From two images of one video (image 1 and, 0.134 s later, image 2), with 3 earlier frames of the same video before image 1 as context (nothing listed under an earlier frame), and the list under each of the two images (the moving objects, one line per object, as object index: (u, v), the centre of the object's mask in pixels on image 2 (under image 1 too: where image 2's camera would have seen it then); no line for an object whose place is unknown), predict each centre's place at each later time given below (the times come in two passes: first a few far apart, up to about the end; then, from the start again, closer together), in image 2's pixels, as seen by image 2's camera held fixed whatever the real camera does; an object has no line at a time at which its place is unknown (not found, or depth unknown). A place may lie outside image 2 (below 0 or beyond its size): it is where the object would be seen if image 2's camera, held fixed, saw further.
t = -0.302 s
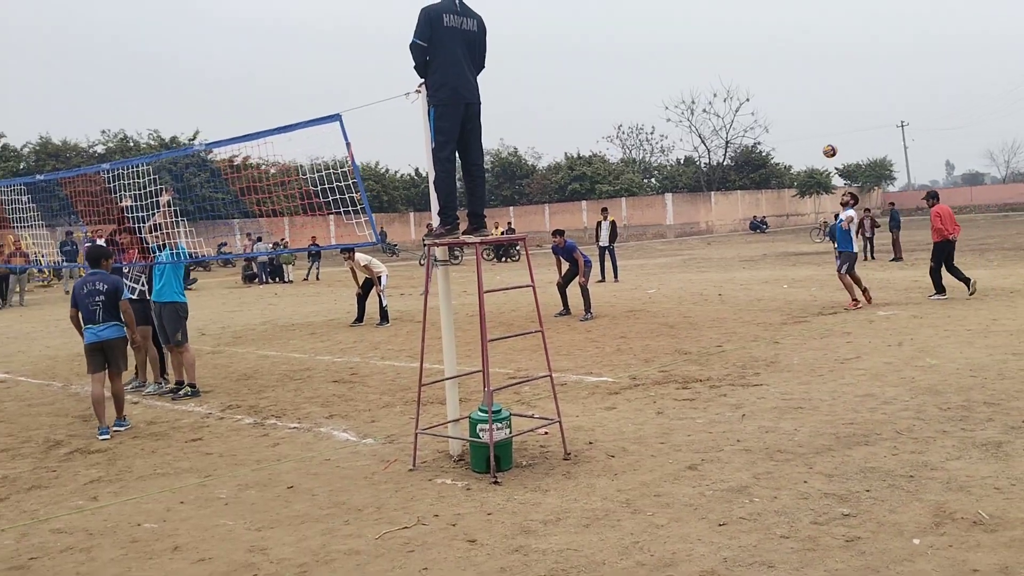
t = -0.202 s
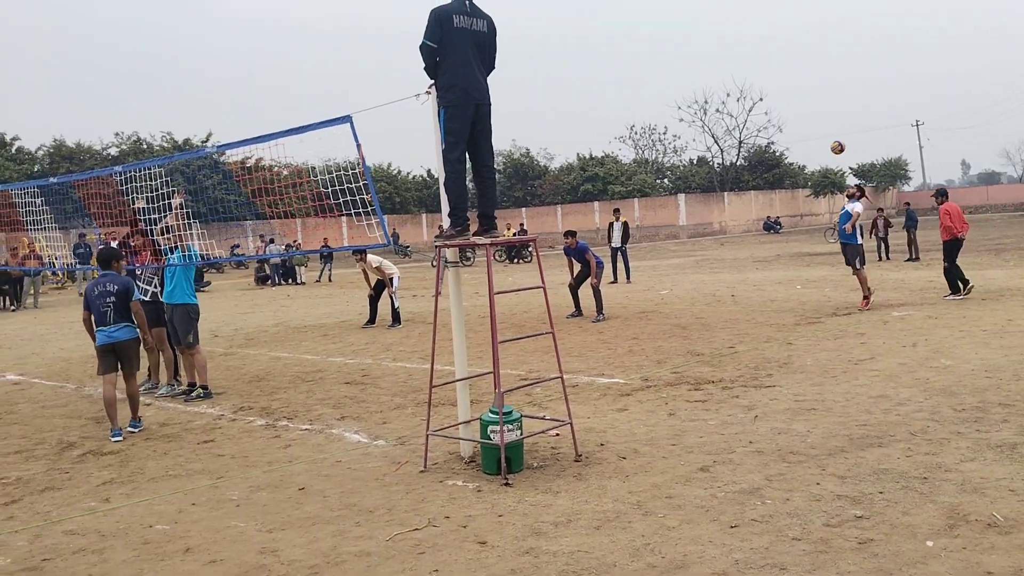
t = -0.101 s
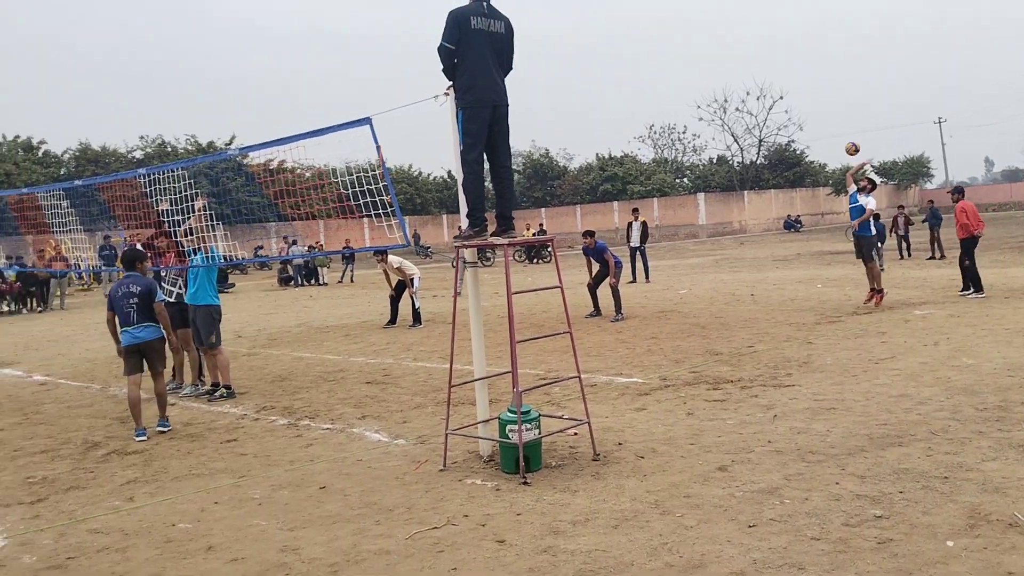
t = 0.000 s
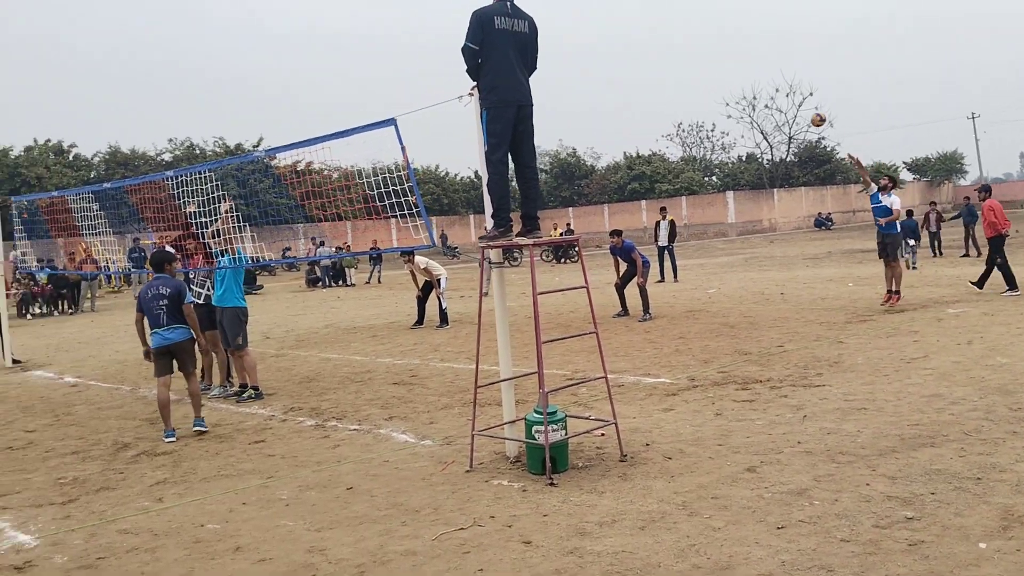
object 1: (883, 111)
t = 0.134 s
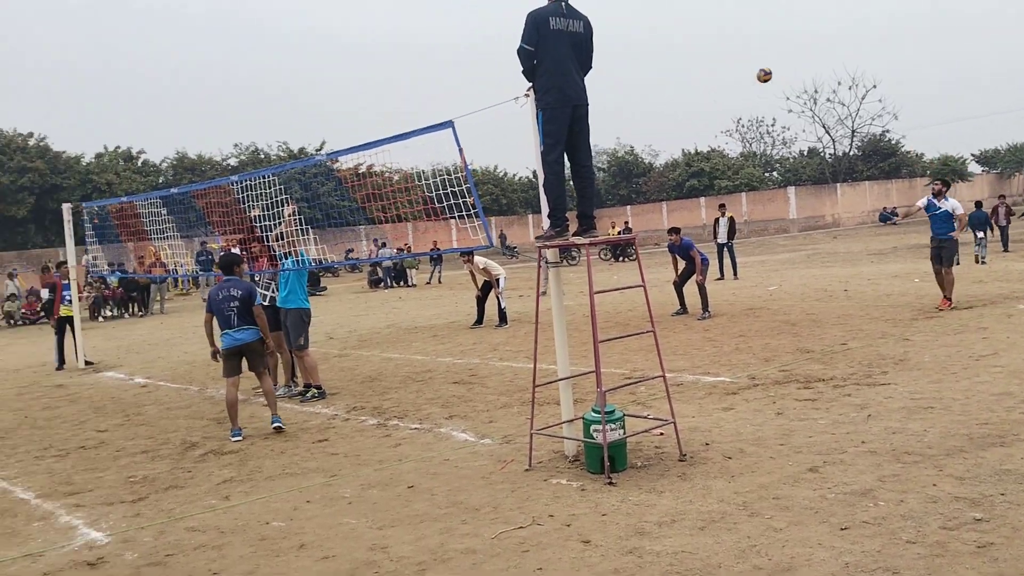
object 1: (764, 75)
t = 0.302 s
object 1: (613, 44)
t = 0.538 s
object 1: (388, 39)
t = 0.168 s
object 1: (734, 68)
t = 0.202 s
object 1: (705, 62)
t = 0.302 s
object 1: (613, 44)
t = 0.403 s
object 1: (516, 36)
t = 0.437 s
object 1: (484, 35)
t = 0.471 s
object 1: (452, 35)
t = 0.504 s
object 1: (420, 37)
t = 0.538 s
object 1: (388, 39)
